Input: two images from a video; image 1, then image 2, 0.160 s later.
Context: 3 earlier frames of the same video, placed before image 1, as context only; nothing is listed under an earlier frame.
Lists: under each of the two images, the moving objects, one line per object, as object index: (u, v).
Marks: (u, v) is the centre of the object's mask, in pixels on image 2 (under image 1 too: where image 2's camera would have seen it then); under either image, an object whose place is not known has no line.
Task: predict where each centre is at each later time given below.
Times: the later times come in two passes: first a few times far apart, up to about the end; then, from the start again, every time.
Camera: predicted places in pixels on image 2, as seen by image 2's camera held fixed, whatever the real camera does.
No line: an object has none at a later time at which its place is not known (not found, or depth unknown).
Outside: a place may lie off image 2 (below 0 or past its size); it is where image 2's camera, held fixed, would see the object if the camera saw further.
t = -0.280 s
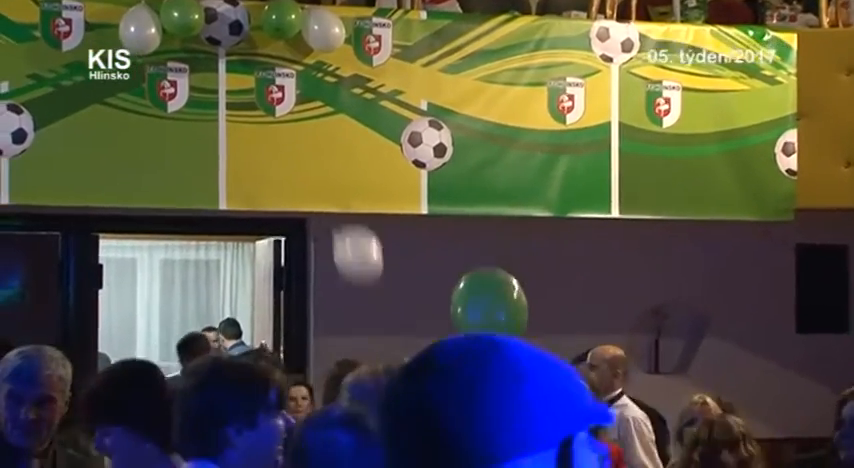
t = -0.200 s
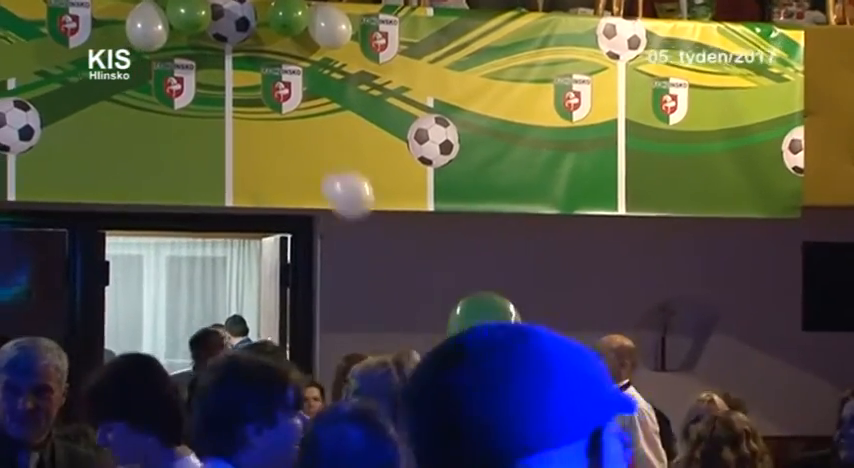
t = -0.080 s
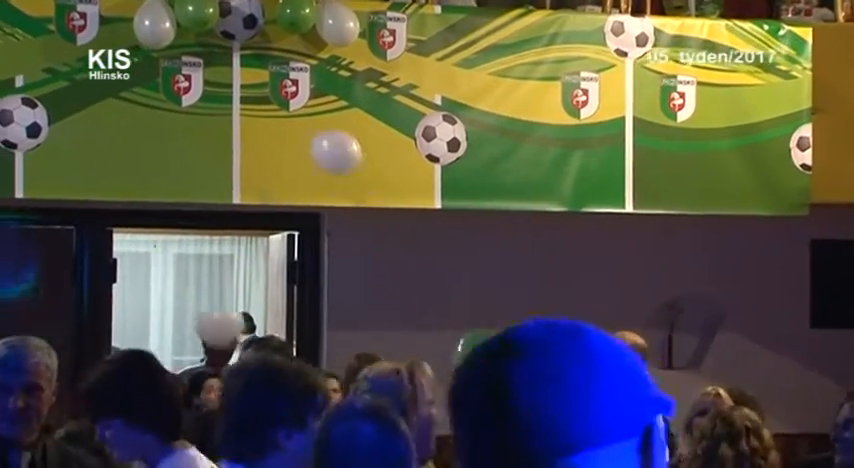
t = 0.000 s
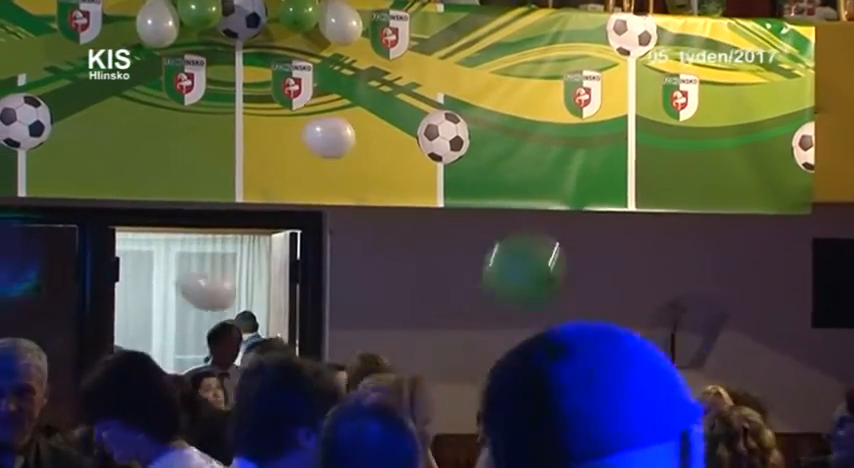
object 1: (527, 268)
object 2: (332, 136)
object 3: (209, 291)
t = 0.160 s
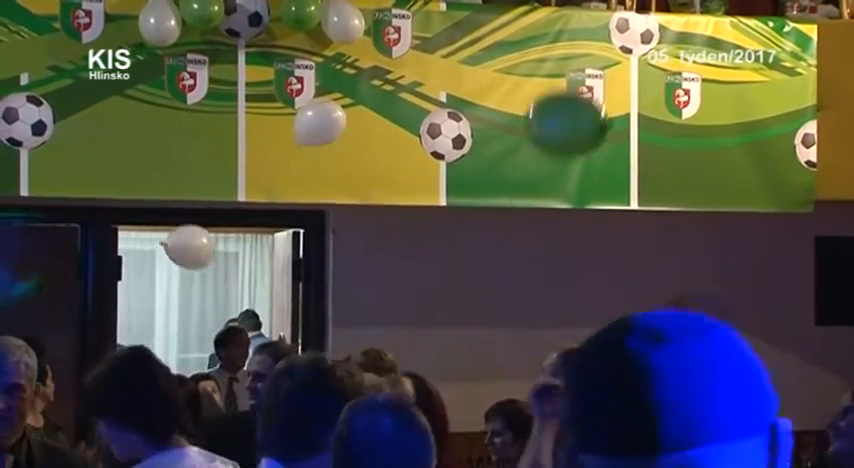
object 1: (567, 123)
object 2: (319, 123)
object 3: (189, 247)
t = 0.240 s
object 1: (573, 80)
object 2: (315, 123)
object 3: (180, 234)
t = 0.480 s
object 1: (580, 32)
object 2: (308, 147)
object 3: (152, 230)
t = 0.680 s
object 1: (580, 37)
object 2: (309, 185)
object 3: (136, 254)
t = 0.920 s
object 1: (575, 85)
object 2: (316, 243)
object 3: (132, 302)
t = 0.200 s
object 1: (570, 99)
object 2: (317, 123)
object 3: (185, 240)
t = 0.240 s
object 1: (573, 80)
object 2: (315, 123)
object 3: (180, 234)
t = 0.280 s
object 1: (575, 64)
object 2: (313, 126)
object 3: (174, 230)
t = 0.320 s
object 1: (575, 51)
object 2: (312, 128)
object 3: (169, 228)
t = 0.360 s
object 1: (576, 41)
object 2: (310, 131)
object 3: (164, 227)
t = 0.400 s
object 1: (578, 36)
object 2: (309, 135)
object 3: (160, 227)
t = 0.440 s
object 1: (579, 34)
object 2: (308, 140)
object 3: (156, 228)
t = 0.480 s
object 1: (580, 32)
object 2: (308, 147)
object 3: (152, 230)
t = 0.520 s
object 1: (581, 32)
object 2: (307, 152)
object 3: (148, 233)
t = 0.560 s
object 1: (581, 32)
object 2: (307, 160)
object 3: (144, 237)
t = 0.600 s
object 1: (580, 33)
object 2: (308, 167)
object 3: (141, 242)
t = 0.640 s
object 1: (580, 35)
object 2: (308, 176)
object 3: (138, 247)
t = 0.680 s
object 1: (580, 37)
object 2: (309, 185)
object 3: (136, 254)
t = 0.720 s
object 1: (579, 40)
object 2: (310, 194)
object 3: (135, 260)
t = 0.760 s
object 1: (579, 45)
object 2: (311, 204)
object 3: (133, 268)
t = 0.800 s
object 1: (578, 52)
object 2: (312, 213)
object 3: (132, 276)
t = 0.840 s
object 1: (577, 62)
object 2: (313, 223)
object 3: (132, 285)
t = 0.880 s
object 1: (576, 73)
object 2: (314, 233)
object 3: (132, 293)
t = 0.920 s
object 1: (575, 85)
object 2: (316, 243)
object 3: (132, 302)
